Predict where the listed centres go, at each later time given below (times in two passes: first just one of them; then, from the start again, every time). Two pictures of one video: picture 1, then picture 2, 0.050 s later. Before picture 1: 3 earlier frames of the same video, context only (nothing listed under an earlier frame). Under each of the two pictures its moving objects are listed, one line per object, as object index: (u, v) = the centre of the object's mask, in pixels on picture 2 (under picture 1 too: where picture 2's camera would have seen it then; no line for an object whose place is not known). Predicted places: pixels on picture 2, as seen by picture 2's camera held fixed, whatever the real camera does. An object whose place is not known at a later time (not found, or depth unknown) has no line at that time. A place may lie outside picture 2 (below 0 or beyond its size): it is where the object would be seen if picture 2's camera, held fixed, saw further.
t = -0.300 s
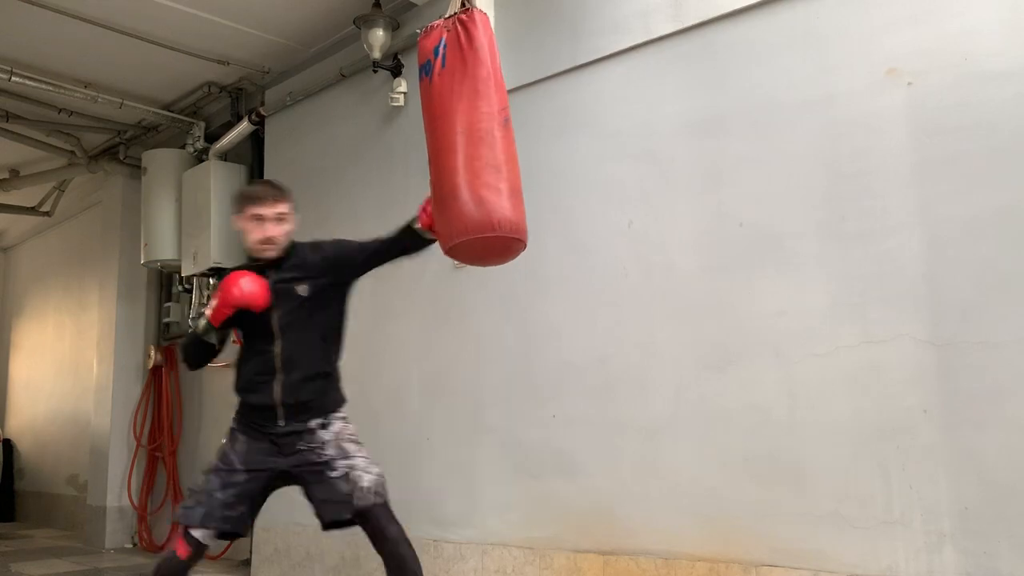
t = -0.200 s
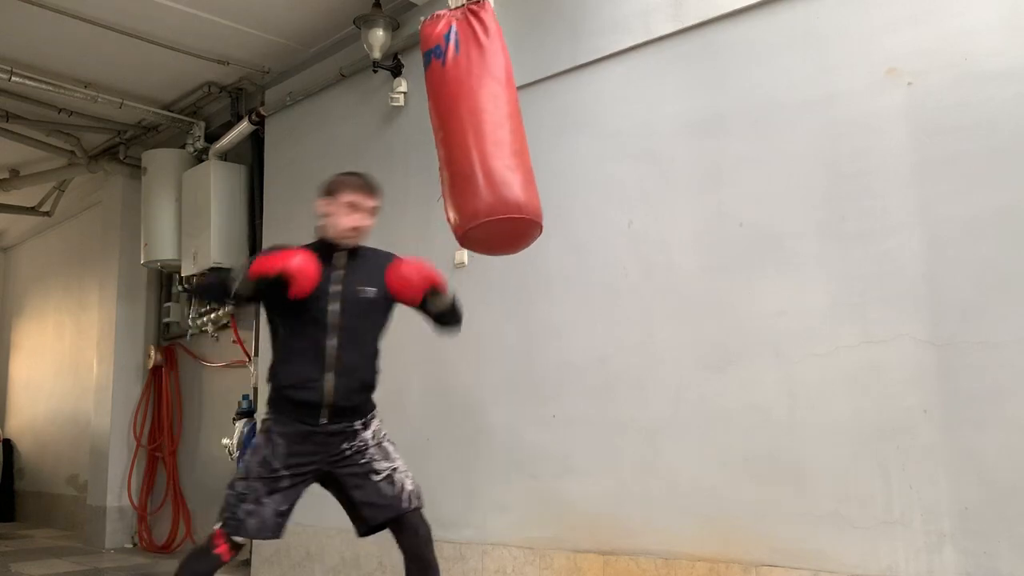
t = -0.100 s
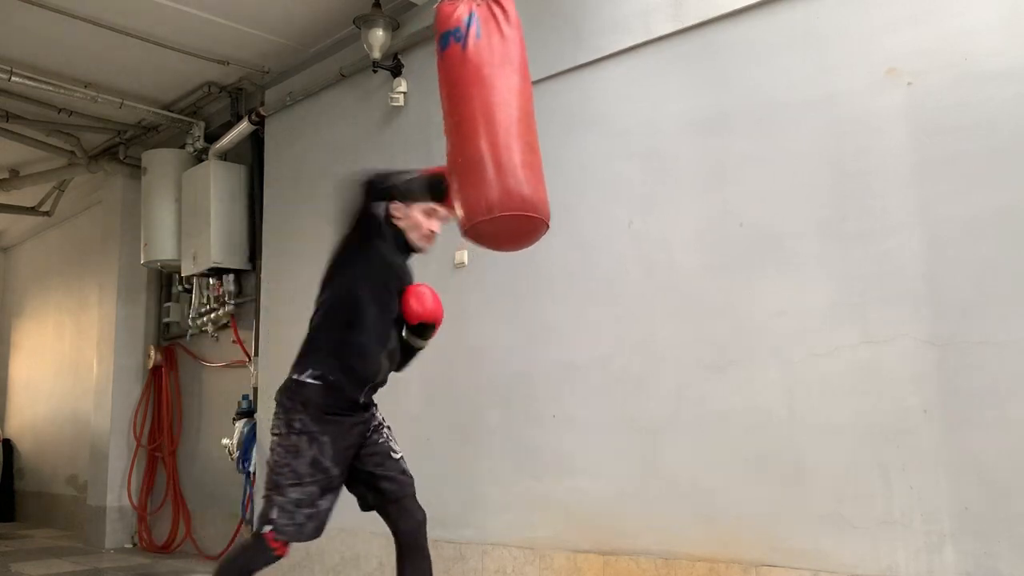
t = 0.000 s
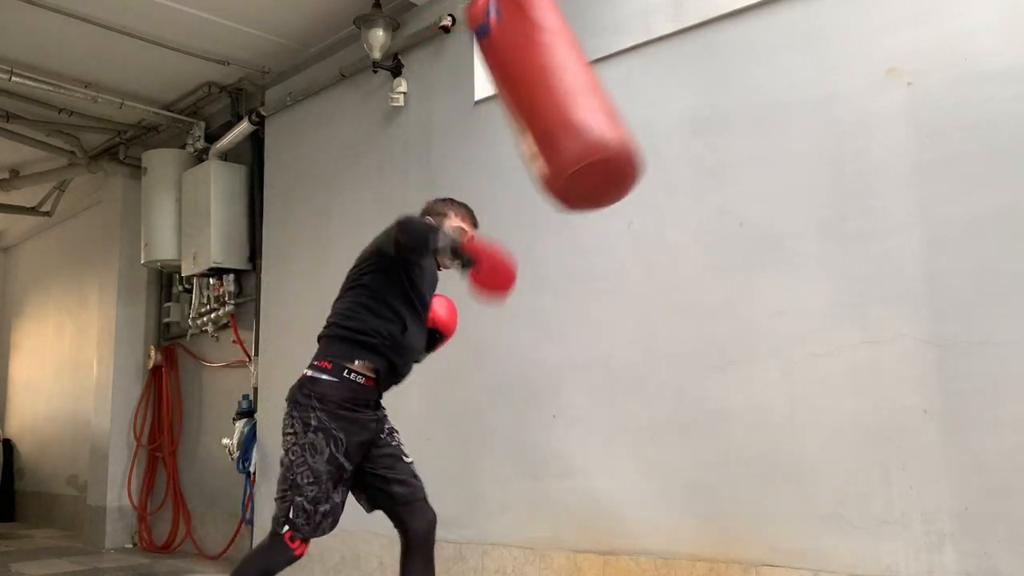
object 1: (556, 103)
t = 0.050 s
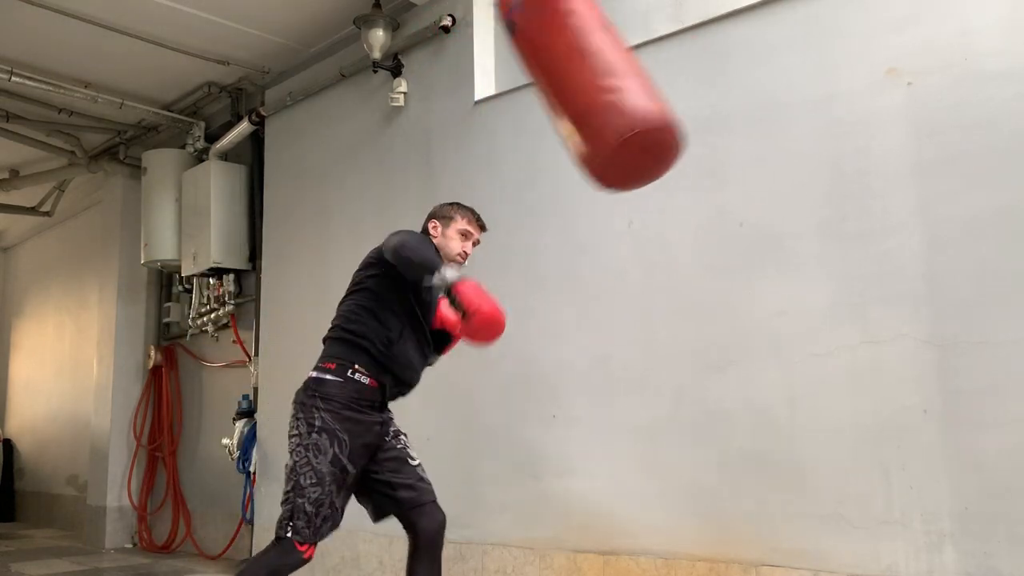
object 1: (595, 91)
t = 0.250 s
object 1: (738, 53)
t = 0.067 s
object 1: (609, 88)
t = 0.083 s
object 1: (623, 84)
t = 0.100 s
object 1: (637, 81)
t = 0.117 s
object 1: (650, 78)
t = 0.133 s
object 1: (663, 75)
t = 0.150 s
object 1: (675, 72)
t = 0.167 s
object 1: (687, 69)
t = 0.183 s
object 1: (698, 66)
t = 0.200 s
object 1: (708, 62)
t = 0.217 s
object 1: (718, 59)
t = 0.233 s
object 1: (728, 56)
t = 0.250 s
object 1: (738, 53)
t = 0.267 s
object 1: (747, 50)
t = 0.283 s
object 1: (757, 47)
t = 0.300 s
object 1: (766, 45)
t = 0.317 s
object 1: (774, 42)
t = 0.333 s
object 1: (782, 40)
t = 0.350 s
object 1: (789, 37)
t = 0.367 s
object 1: (795, 35)
